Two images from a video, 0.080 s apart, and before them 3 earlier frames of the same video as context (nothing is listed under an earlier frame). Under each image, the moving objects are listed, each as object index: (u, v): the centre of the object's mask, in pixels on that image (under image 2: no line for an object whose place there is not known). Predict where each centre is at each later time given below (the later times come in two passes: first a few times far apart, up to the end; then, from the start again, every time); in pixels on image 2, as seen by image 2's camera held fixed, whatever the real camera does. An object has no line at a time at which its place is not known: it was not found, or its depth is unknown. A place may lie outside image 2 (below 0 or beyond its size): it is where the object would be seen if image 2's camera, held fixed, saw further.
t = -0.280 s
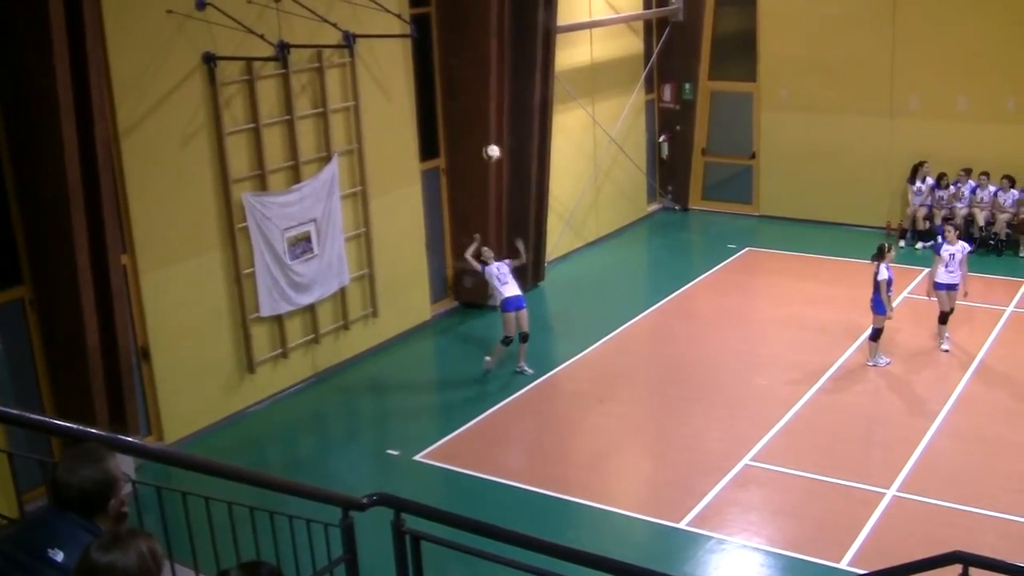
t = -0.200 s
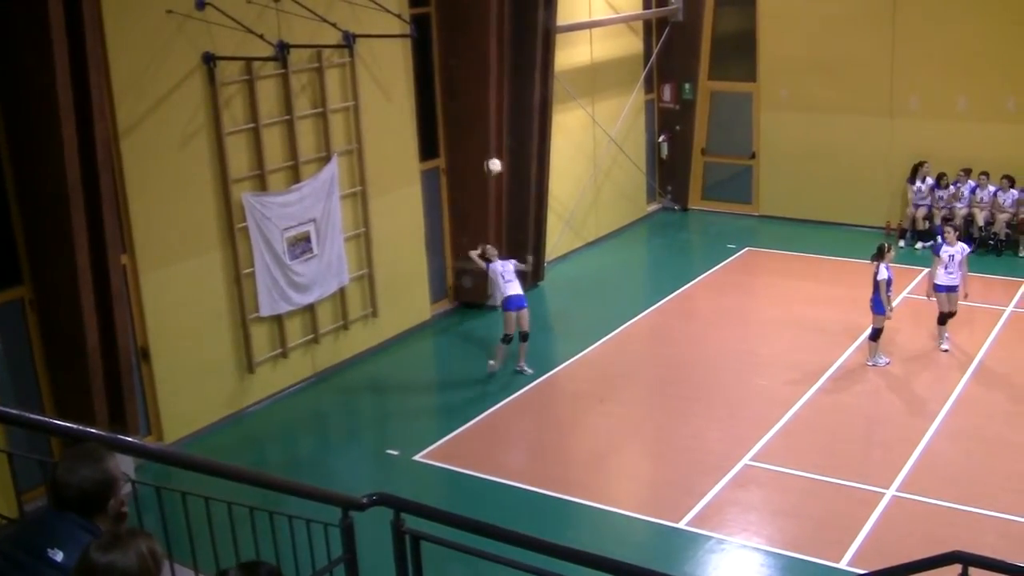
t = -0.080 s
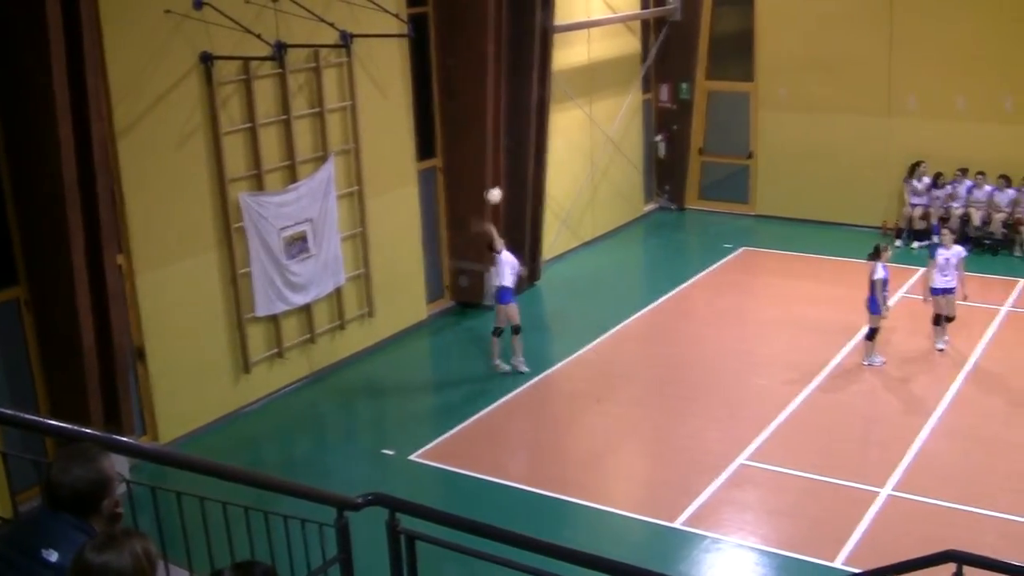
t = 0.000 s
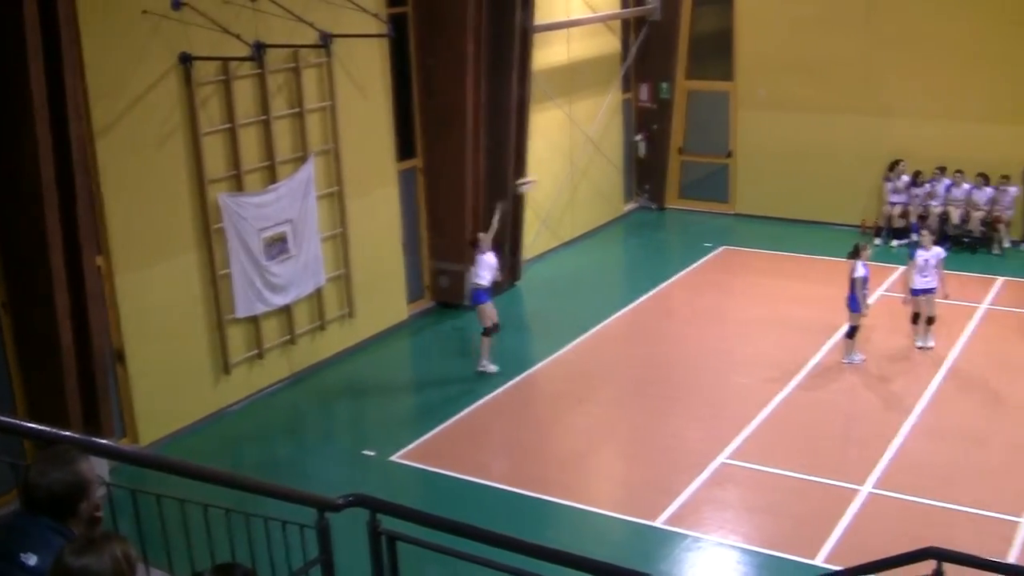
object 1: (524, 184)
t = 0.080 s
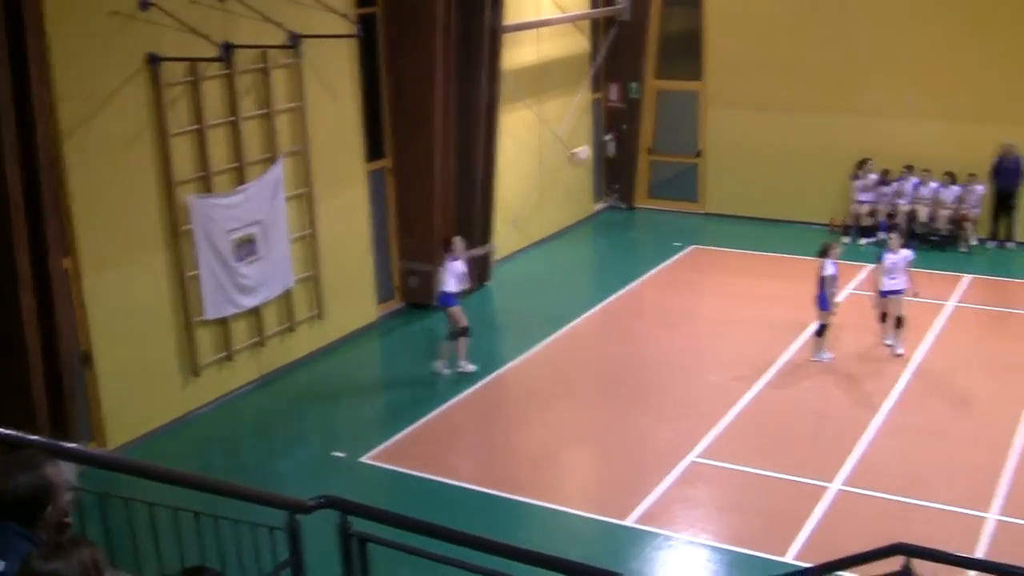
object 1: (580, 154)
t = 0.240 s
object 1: (764, 111)
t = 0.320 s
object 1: (863, 97)
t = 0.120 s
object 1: (621, 144)
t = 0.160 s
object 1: (668, 130)
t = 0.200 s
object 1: (715, 119)
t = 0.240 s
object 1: (764, 111)
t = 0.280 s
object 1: (813, 105)
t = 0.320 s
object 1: (863, 97)
